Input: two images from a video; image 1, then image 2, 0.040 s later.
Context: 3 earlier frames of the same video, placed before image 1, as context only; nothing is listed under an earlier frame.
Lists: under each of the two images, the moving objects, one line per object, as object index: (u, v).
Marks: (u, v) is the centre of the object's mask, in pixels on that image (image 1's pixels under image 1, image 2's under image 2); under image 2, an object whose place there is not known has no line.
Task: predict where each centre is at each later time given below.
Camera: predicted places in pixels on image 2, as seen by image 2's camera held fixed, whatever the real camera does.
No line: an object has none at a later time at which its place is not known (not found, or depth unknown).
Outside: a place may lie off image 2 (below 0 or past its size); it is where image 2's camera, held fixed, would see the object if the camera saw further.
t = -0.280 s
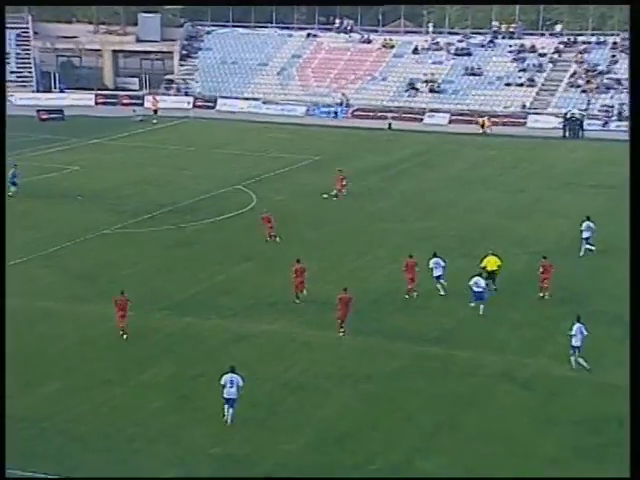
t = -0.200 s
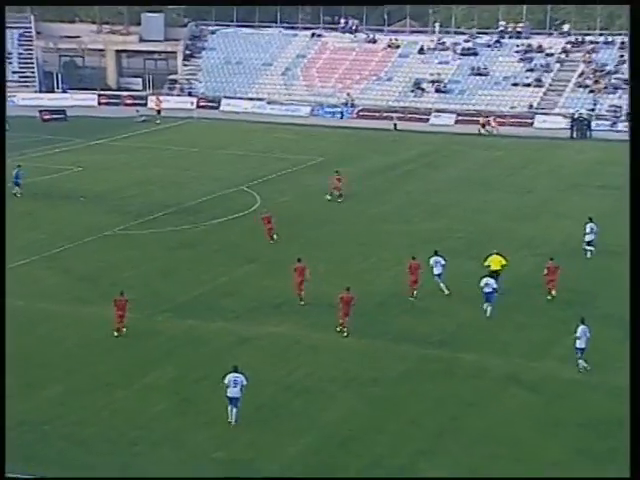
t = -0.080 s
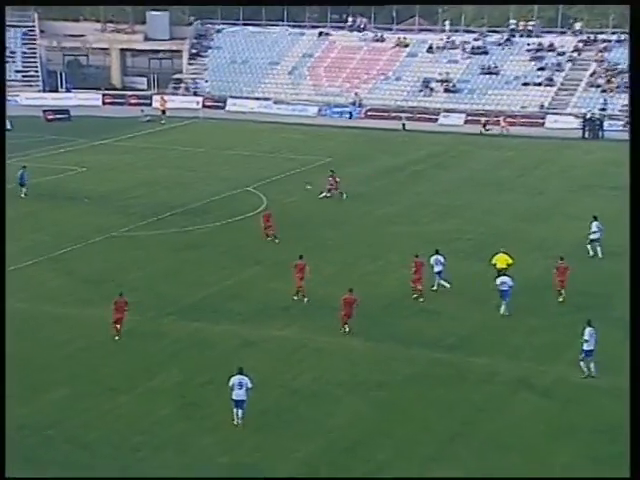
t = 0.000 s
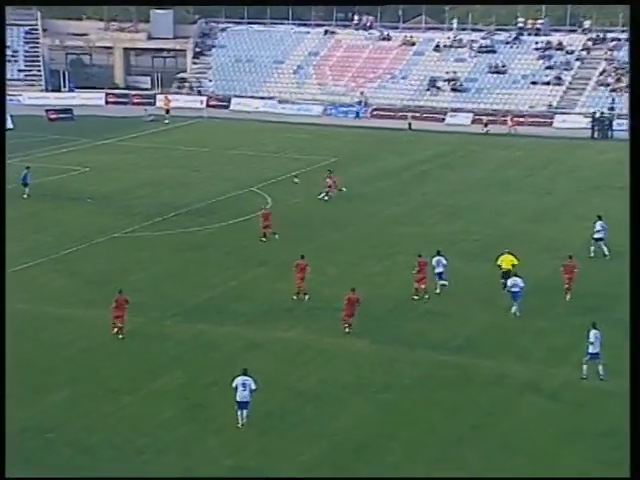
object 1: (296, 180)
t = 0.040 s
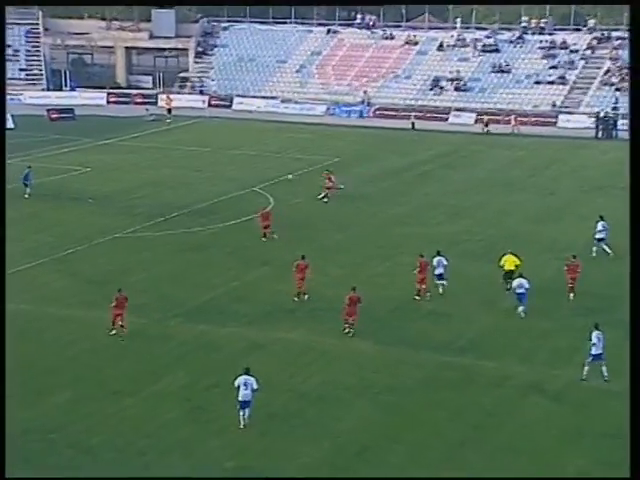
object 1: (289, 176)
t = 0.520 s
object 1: (180, 146)
